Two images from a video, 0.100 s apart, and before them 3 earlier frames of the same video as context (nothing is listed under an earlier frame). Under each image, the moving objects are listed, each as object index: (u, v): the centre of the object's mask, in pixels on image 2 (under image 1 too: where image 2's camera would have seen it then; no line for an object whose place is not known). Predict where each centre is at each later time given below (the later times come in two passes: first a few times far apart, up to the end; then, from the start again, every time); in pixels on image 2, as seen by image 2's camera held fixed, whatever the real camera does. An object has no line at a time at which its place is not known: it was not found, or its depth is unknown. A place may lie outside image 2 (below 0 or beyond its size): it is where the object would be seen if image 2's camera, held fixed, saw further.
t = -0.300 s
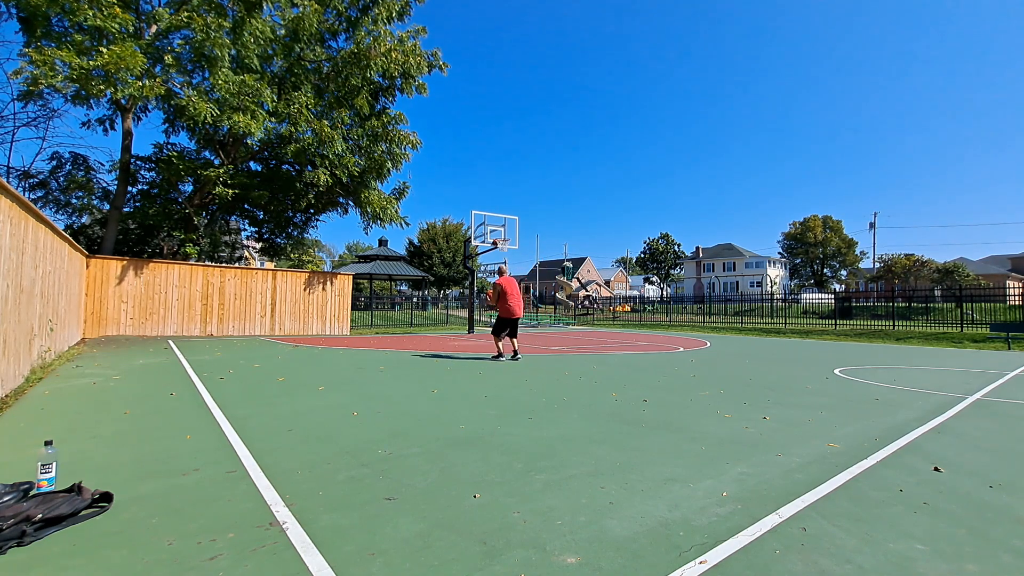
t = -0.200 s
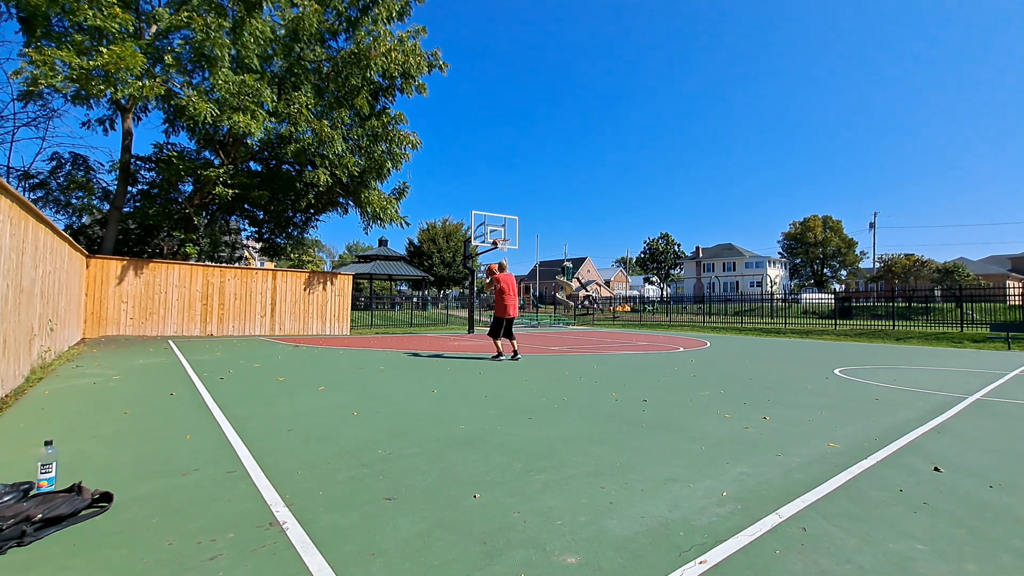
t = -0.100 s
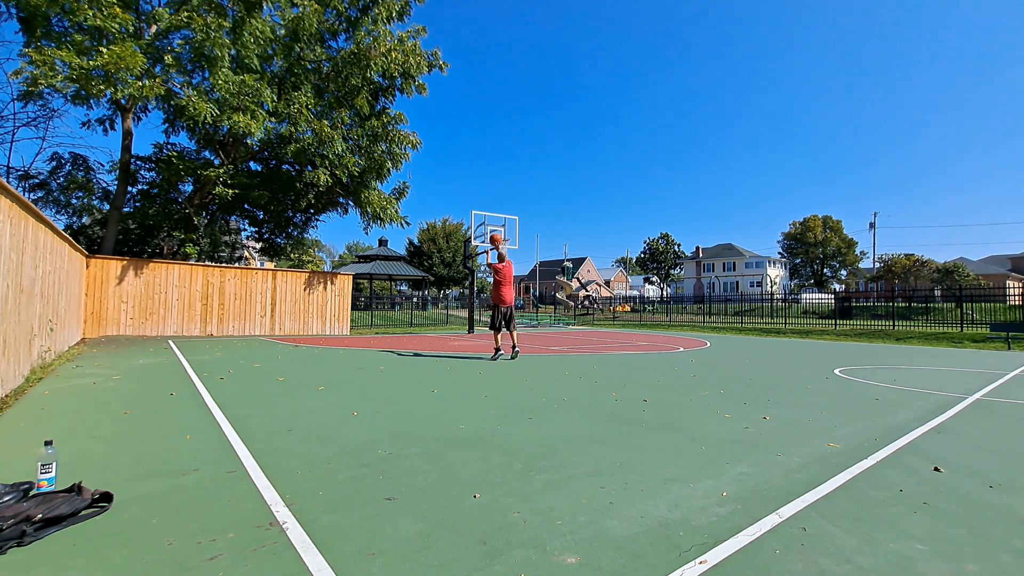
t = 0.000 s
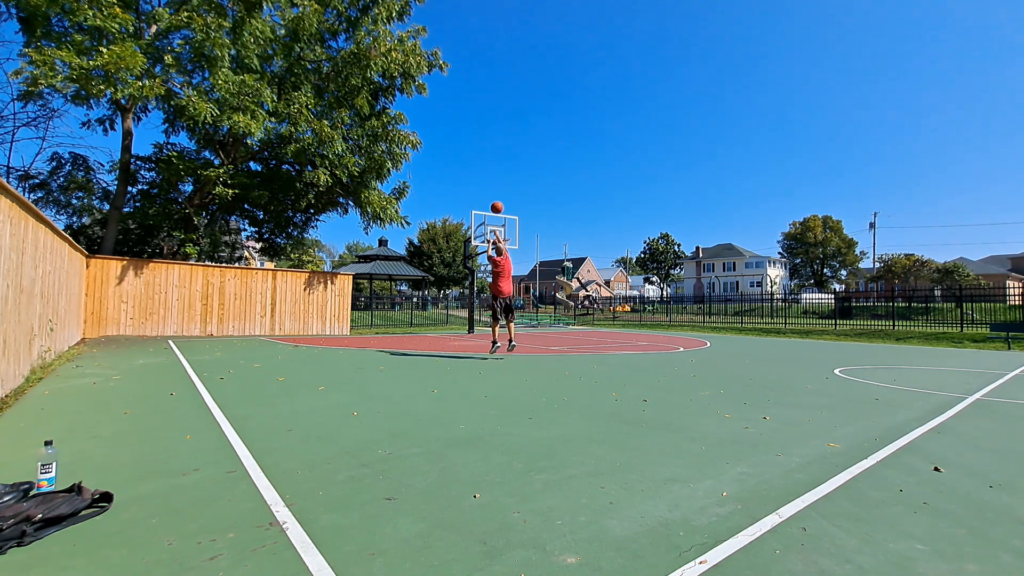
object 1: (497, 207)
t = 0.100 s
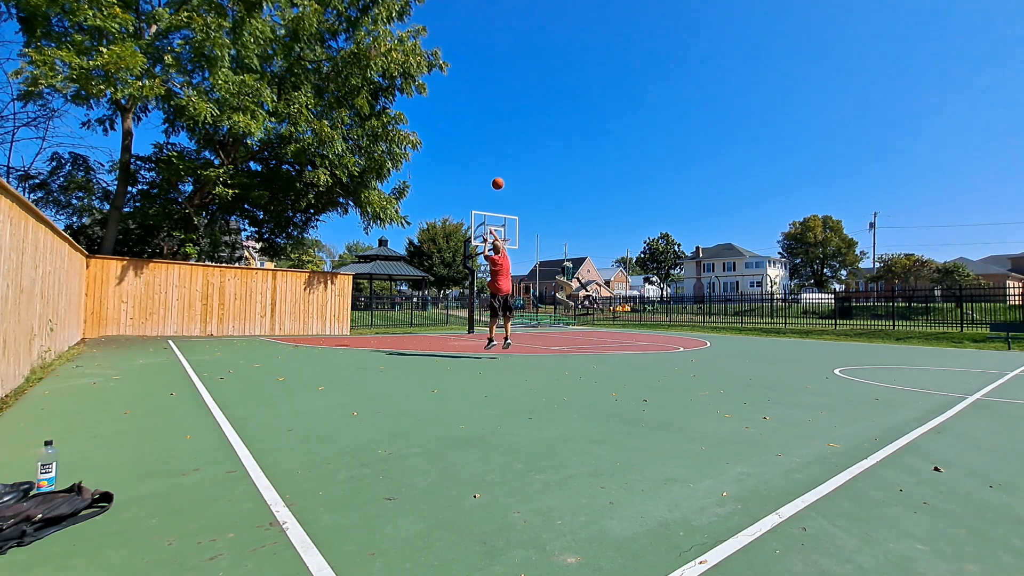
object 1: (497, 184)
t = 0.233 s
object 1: (498, 162)
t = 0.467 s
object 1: (500, 146)
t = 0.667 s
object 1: (501, 150)
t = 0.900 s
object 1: (501, 170)
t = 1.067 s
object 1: (501, 192)
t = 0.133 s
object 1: (498, 177)
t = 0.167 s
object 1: (498, 172)
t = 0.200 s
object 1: (498, 166)
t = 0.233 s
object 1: (498, 162)
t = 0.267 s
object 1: (499, 158)
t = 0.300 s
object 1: (499, 155)
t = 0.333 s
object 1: (499, 152)
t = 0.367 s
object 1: (499, 150)
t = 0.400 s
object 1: (500, 148)
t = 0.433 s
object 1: (500, 147)
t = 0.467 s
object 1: (500, 146)
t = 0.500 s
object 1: (500, 146)
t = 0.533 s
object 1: (500, 146)
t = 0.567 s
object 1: (500, 146)
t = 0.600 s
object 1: (500, 147)
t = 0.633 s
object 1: (501, 148)
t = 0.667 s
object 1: (501, 150)
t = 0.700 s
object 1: (501, 151)
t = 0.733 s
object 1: (501, 154)
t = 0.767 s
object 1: (501, 156)
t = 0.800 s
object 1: (501, 159)
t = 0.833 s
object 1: (501, 162)
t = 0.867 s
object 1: (501, 166)
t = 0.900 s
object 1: (501, 170)
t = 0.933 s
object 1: (501, 174)
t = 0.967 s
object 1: (501, 178)
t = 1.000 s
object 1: (501, 183)
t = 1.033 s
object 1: (501, 187)
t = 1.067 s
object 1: (501, 192)
